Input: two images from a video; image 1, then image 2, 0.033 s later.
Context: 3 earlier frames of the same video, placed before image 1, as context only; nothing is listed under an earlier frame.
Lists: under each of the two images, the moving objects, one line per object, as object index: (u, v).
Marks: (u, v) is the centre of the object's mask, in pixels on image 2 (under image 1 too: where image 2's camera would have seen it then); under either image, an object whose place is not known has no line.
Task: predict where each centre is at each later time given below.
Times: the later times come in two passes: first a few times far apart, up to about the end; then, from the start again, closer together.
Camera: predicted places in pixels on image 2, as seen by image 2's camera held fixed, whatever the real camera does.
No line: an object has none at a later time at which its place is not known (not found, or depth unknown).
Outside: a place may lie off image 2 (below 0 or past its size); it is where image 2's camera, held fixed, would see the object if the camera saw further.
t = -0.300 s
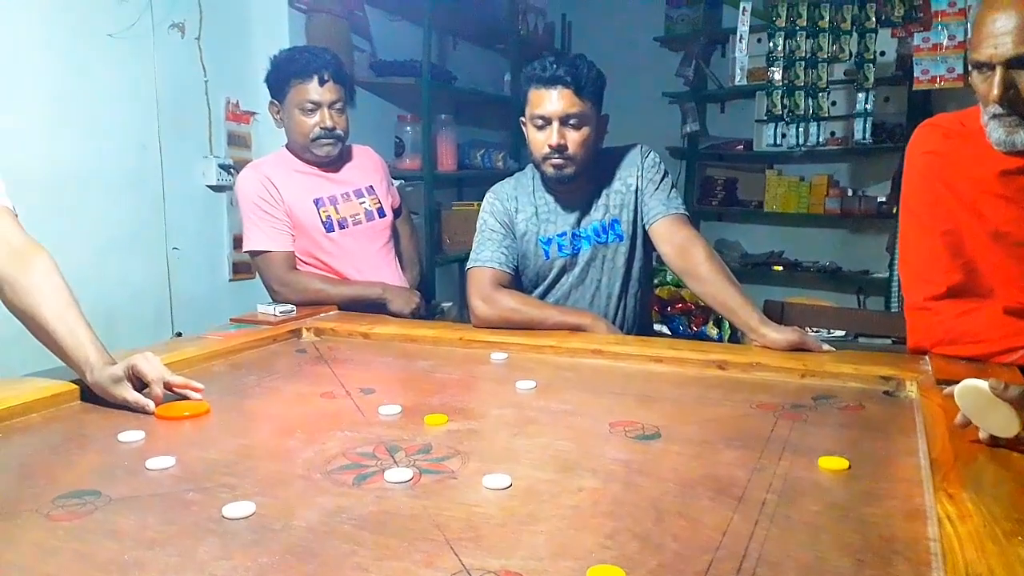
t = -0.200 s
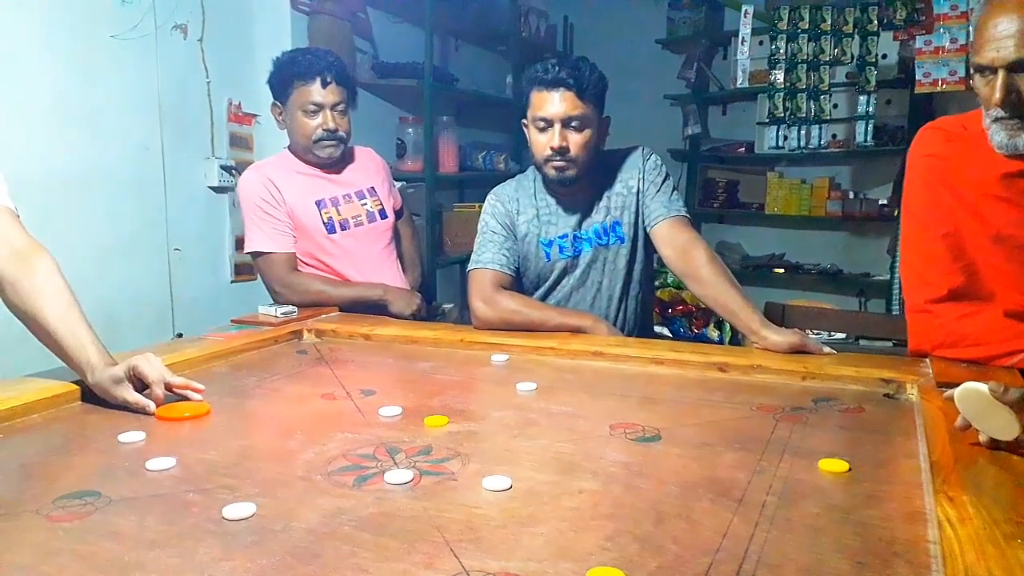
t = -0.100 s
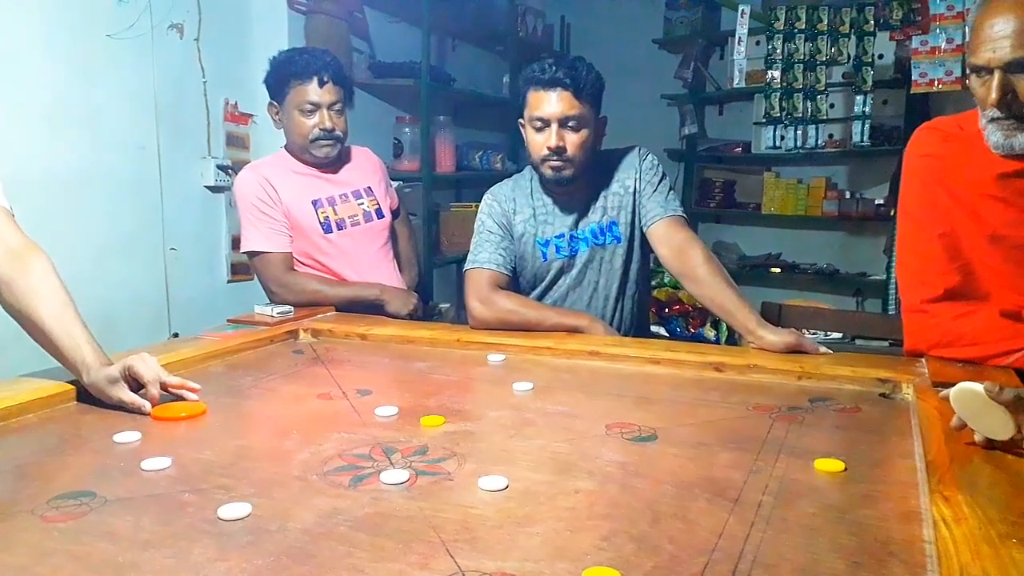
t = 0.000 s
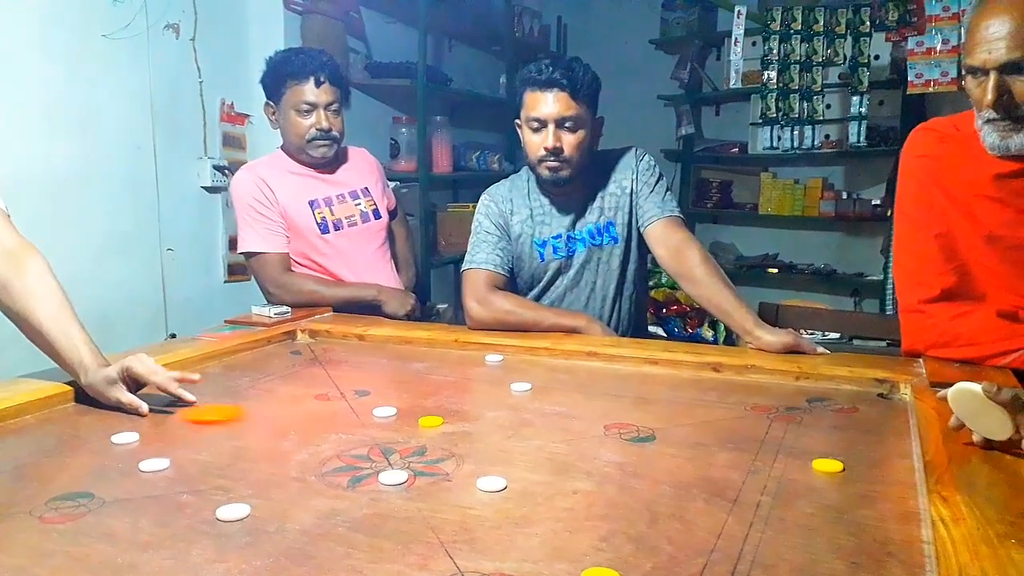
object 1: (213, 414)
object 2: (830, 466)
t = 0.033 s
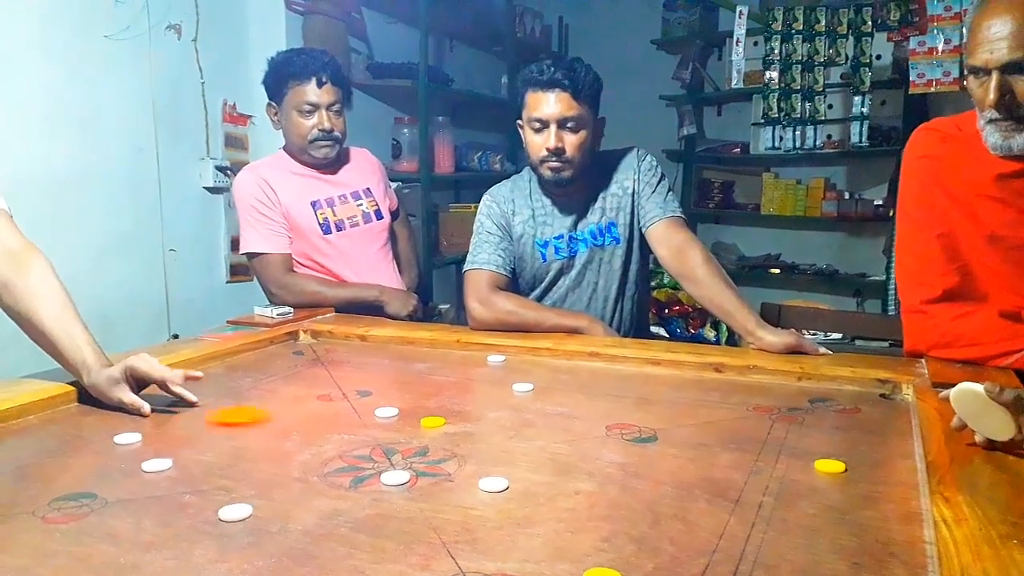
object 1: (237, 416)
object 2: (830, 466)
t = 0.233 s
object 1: (388, 425)
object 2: (830, 466)
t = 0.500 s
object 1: (548, 439)
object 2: (829, 466)
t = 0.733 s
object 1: (696, 454)
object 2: (830, 466)
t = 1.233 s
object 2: (765, 418)
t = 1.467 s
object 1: (866, 475)
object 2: (663, 387)
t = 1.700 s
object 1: (845, 474)
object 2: (590, 366)
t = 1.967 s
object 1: (828, 471)
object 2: (504, 367)
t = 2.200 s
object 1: (820, 470)
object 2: (434, 371)
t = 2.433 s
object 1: (817, 470)
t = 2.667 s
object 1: (817, 470)
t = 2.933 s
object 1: (816, 469)
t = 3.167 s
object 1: (817, 470)
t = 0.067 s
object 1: (262, 418)
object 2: (830, 466)
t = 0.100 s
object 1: (288, 419)
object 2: (830, 466)
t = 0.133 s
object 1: (313, 420)
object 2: (830, 466)
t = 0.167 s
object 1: (339, 422)
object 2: (830, 466)
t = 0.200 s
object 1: (362, 424)
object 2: (830, 466)
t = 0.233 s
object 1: (388, 425)
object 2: (830, 466)
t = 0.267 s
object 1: (409, 426)
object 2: (830, 466)
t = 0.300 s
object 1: (428, 428)
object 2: (830, 466)
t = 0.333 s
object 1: (448, 429)
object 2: (830, 466)
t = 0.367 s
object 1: (467, 431)
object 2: (830, 466)
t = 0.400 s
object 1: (488, 434)
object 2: (829, 465)
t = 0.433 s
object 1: (509, 435)
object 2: (829, 465)
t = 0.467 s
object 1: (528, 438)
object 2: (829, 465)
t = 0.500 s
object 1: (548, 439)
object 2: (829, 466)
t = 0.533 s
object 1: (570, 441)
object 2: (830, 466)
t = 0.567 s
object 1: (590, 443)
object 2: (830, 466)
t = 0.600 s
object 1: (610, 445)
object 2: (830, 466)
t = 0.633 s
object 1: (632, 448)
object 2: (830, 466)
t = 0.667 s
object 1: (654, 450)
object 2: (829, 466)
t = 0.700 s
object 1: (675, 452)
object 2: (829, 466)
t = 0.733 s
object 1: (696, 454)
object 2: (830, 466)
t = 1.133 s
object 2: (821, 435)
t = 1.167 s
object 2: (802, 430)
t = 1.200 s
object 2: (782, 423)
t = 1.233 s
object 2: (765, 418)
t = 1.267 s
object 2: (748, 413)
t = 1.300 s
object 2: (731, 408)
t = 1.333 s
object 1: (882, 476)
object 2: (716, 404)
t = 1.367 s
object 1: (879, 476)
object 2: (702, 399)
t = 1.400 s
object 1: (874, 476)
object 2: (688, 395)
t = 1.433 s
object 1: (870, 475)
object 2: (674, 390)
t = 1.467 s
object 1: (866, 475)
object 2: (663, 387)
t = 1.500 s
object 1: (863, 475)
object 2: (651, 383)
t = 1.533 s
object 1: (860, 475)
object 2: (640, 380)
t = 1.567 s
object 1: (856, 475)
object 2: (629, 377)
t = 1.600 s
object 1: (853, 474)
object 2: (618, 373)
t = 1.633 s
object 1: (850, 474)
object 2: (608, 370)
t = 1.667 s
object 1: (847, 474)
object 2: (599, 368)
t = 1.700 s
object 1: (845, 474)
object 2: (590, 366)
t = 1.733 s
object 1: (842, 473)
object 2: (579, 365)
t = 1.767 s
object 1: (840, 473)
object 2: (568, 365)
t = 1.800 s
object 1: (838, 472)
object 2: (557, 366)
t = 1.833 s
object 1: (835, 472)
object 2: (547, 366)
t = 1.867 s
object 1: (833, 472)
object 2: (536, 367)
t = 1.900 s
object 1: (831, 471)
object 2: (525, 367)
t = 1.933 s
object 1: (830, 471)
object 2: (515, 367)
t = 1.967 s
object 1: (828, 471)
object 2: (504, 367)
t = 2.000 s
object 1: (827, 471)
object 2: (494, 368)
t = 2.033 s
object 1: (826, 471)
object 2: (484, 368)
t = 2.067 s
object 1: (824, 470)
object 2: (474, 369)
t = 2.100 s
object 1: (823, 470)
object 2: (464, 369)
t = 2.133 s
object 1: (822, 470)
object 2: (454, 370)
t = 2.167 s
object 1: (821, 470)
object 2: (444, 370)
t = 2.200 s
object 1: (820, 470)
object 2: (434, 371)
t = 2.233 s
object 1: (820, 470)
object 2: (425, 371)
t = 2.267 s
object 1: (819, 470)
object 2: (415, 372)
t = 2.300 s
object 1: (819, 470)
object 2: (406, 372)
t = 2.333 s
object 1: (818, 470)
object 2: (397, 373)
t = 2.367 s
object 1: (817, 470)
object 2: (388, 373)
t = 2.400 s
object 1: (818, 470)
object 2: (379, 373)
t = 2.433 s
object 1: (817, 470)
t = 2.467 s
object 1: (817, 470)
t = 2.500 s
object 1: (817, 470)
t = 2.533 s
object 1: (818, 470)
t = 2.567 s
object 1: (817, 470)
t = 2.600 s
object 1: (817, 470)
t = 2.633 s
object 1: (817, 470)
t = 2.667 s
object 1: (817, 470)
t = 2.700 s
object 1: (817, 470)
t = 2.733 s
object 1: (816, 470)
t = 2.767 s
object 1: (816, 469)
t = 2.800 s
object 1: (817, 470)
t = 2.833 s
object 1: (817, 470)
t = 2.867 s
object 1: (817, 469)
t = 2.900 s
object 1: (817, 469)
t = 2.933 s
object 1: (816, 469)
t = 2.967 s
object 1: (817, 469)
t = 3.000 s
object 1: (817, 469)
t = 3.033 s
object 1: (817, 470)
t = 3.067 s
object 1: (817, 470)
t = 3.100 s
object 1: (817, 469)
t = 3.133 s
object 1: (817, 470)
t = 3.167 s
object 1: (817, 470)
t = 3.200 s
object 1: (816, 470)
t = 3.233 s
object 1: (816, 470)
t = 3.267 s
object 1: (817, 470)
